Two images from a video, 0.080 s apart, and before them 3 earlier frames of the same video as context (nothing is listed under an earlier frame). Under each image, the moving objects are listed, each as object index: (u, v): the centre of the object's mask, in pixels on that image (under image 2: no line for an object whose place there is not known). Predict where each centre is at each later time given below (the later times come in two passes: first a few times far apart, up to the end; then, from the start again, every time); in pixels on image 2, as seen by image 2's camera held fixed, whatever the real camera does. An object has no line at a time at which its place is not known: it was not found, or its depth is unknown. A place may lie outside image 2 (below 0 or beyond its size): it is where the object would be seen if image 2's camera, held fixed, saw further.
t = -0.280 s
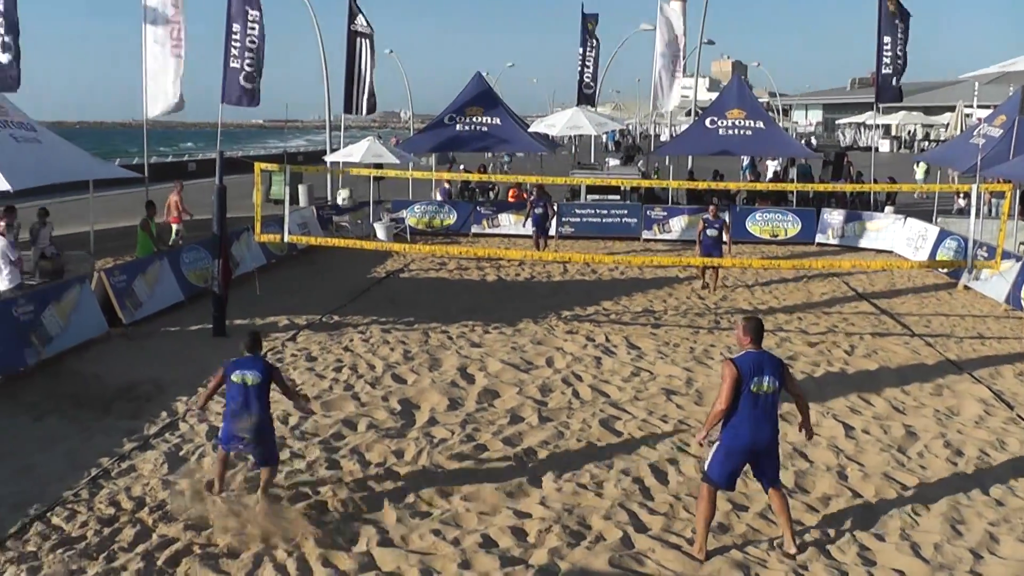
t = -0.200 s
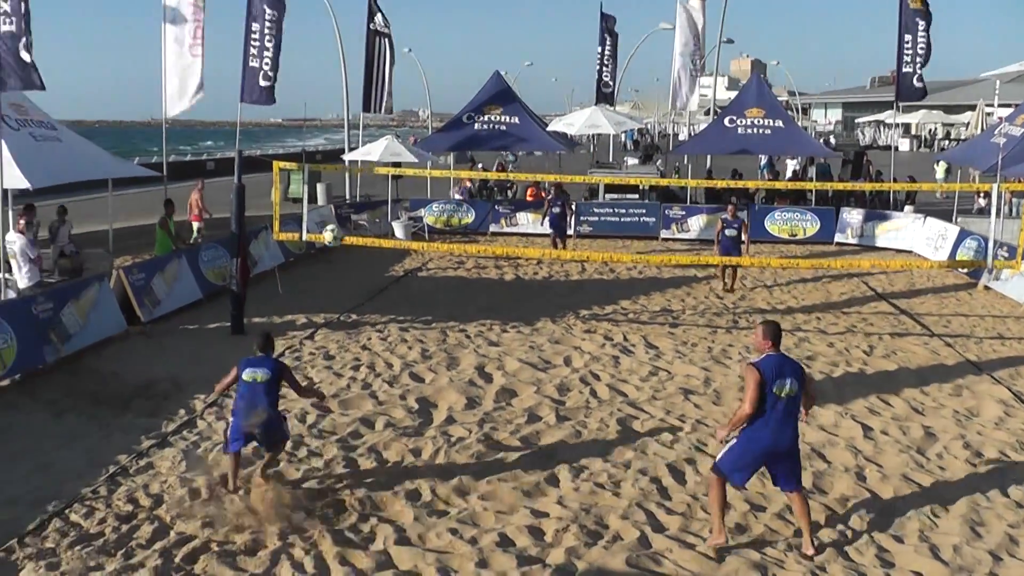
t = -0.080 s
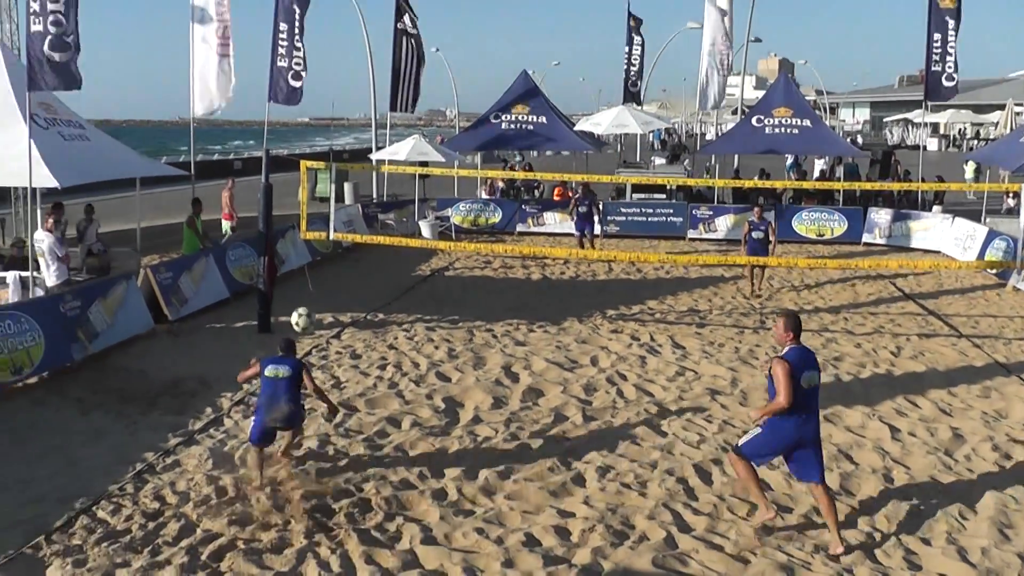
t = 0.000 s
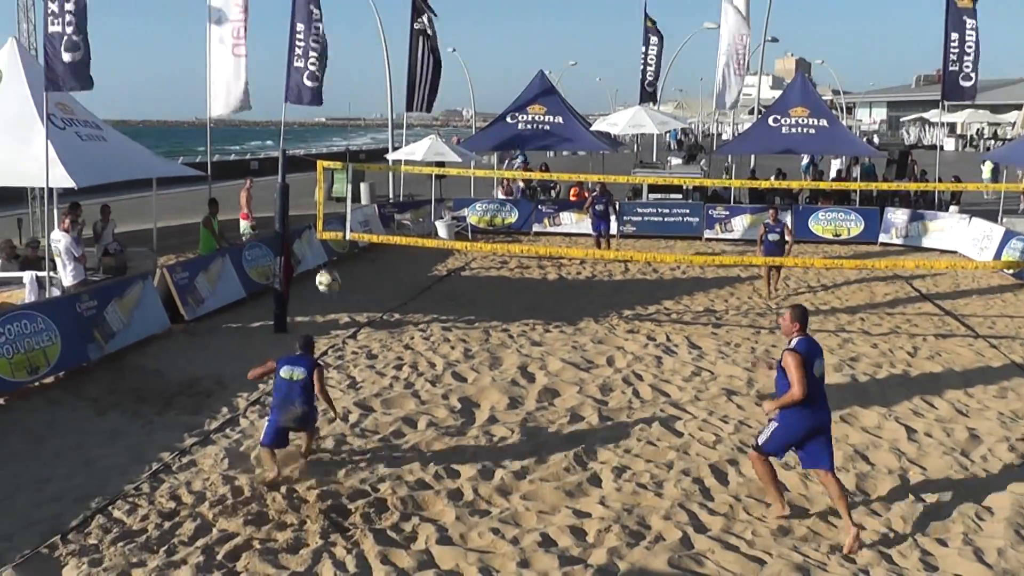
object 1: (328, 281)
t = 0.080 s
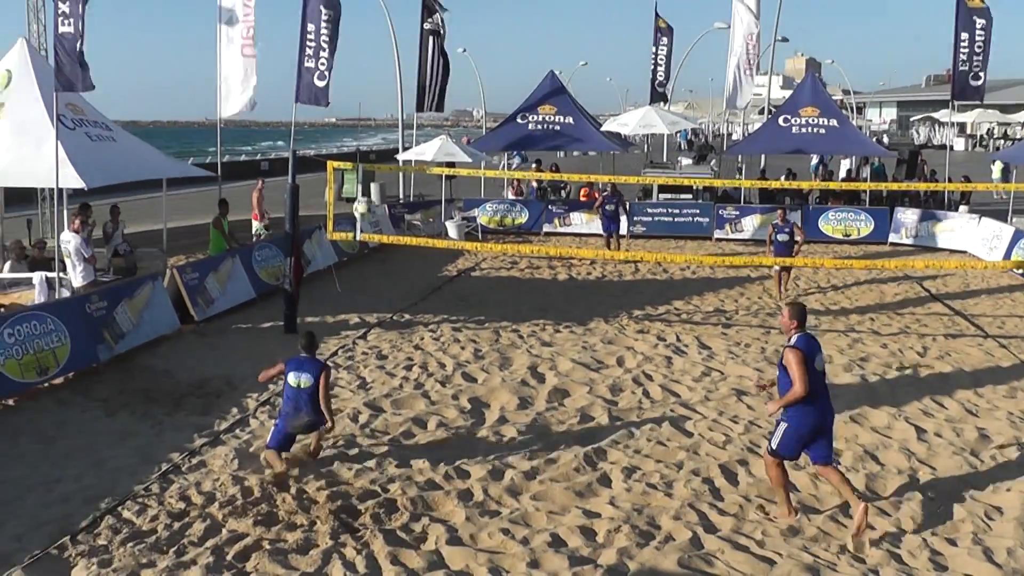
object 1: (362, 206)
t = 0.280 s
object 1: (425, 77)
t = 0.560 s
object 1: (491, -12)
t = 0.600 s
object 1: (499, -17)
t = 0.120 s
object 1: (374, 176)
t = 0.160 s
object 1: (390, 148)
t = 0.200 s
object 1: (401, 120)
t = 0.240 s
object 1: (411, 97)
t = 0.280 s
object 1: (425, 77)
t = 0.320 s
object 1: (436, 57)
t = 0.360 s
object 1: (446, 41)
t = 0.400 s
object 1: (455, 27)
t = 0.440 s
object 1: (464, 16)
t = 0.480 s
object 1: (473, 5)
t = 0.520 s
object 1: (482, -6)
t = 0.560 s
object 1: (491, -12)
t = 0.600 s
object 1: (499, -17)
